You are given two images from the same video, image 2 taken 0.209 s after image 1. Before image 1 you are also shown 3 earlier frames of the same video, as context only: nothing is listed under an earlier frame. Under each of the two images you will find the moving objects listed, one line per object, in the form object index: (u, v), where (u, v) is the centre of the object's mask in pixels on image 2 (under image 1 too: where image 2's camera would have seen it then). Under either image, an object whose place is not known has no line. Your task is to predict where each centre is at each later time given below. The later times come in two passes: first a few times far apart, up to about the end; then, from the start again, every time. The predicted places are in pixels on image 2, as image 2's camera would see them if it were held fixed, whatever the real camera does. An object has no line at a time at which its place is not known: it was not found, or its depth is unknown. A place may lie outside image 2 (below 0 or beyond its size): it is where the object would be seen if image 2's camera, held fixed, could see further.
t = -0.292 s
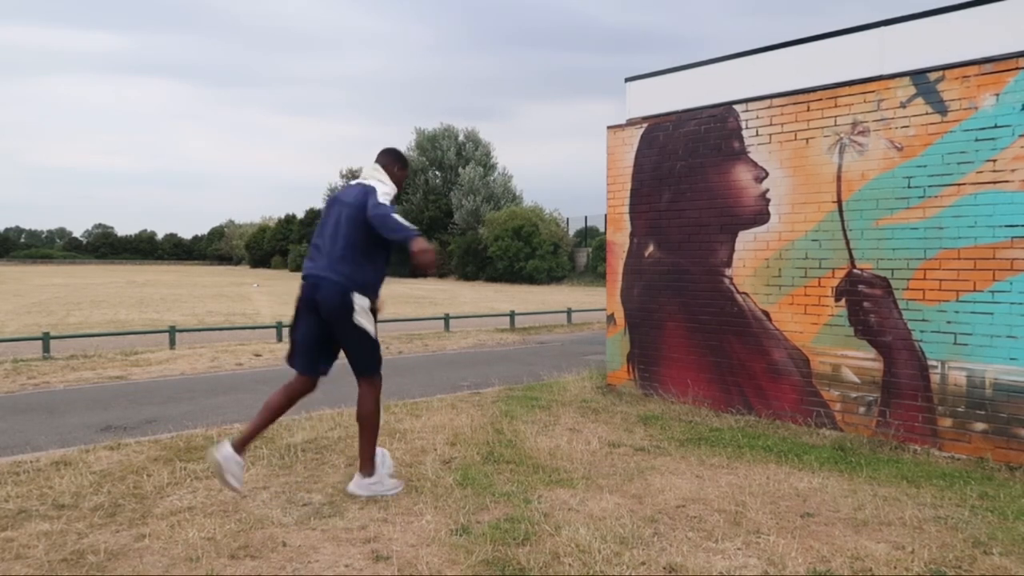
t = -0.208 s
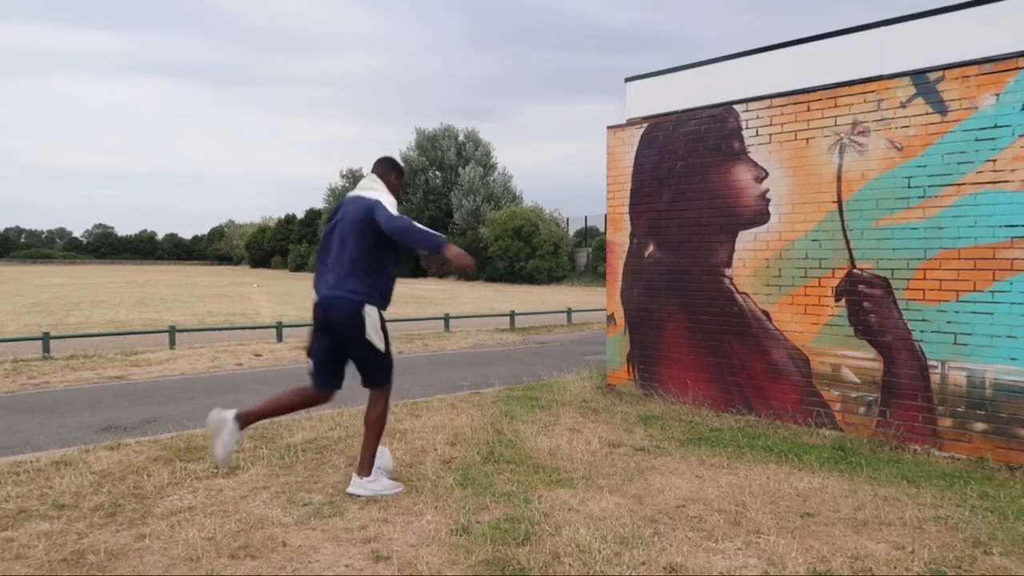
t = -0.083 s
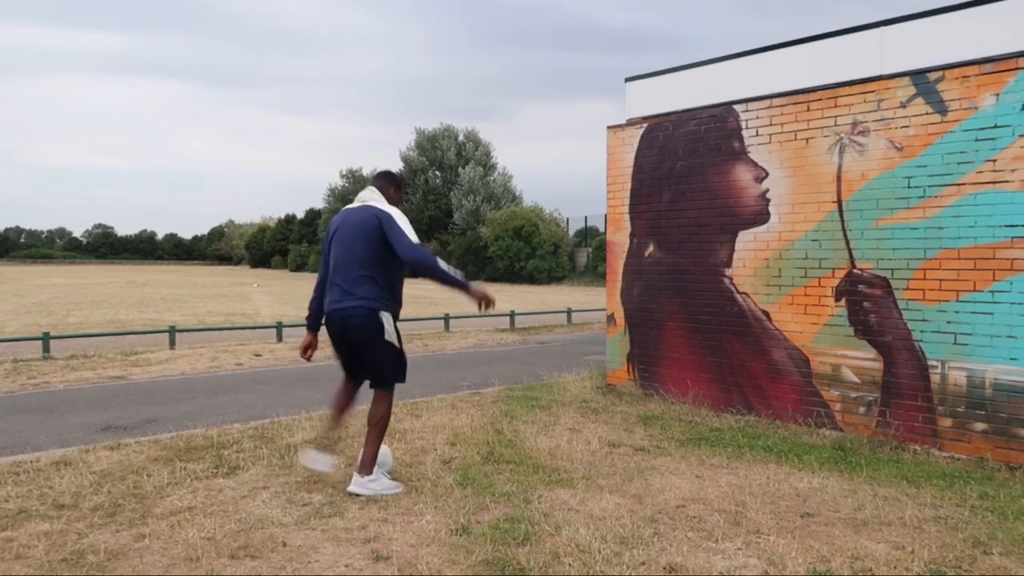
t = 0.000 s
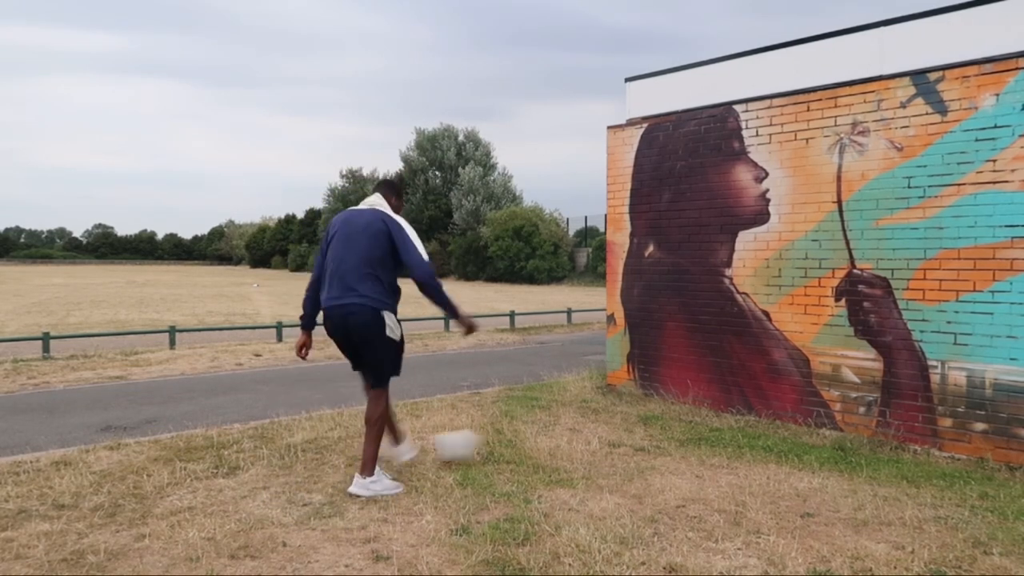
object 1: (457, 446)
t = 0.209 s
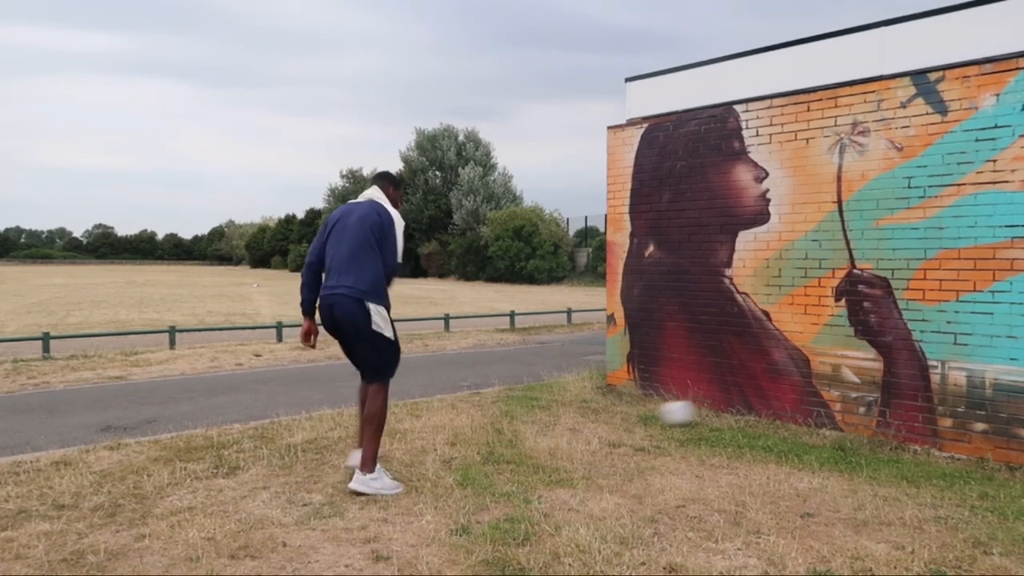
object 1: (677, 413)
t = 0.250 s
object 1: (710, 410)
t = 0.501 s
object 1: (604, 411)
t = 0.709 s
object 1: (477, 437)
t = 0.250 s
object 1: (710, 410)
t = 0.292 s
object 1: (718, 407)
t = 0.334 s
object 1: (698, 403)
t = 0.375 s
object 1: (676, 402)
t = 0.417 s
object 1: (653, 403)
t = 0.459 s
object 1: (630, 406)
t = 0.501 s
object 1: (604, 411)
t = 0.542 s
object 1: (578, 420)
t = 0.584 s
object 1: (550, 431)
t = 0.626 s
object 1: (522, 436)
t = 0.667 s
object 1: (501, 436)
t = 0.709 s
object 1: (477, 437)
